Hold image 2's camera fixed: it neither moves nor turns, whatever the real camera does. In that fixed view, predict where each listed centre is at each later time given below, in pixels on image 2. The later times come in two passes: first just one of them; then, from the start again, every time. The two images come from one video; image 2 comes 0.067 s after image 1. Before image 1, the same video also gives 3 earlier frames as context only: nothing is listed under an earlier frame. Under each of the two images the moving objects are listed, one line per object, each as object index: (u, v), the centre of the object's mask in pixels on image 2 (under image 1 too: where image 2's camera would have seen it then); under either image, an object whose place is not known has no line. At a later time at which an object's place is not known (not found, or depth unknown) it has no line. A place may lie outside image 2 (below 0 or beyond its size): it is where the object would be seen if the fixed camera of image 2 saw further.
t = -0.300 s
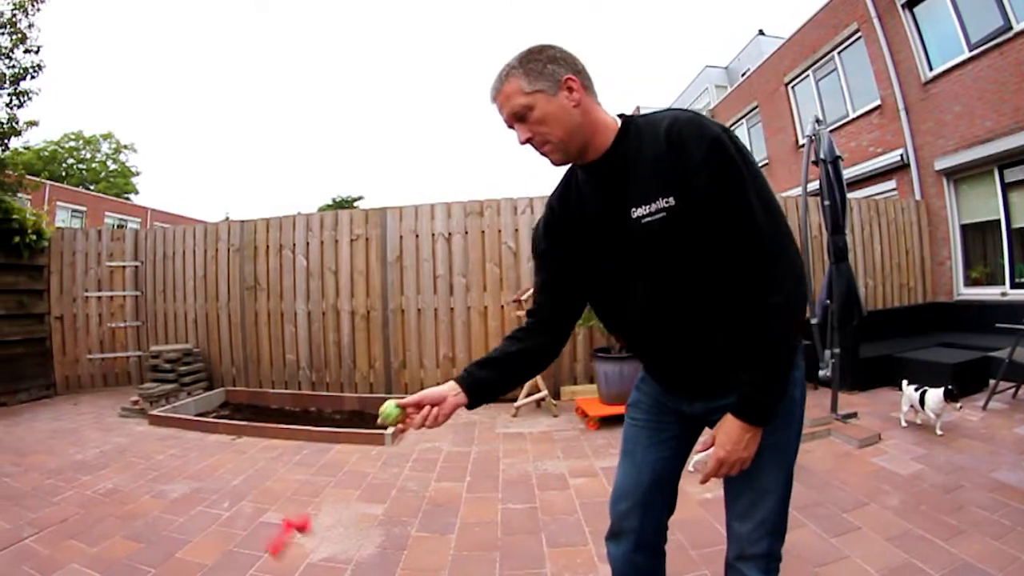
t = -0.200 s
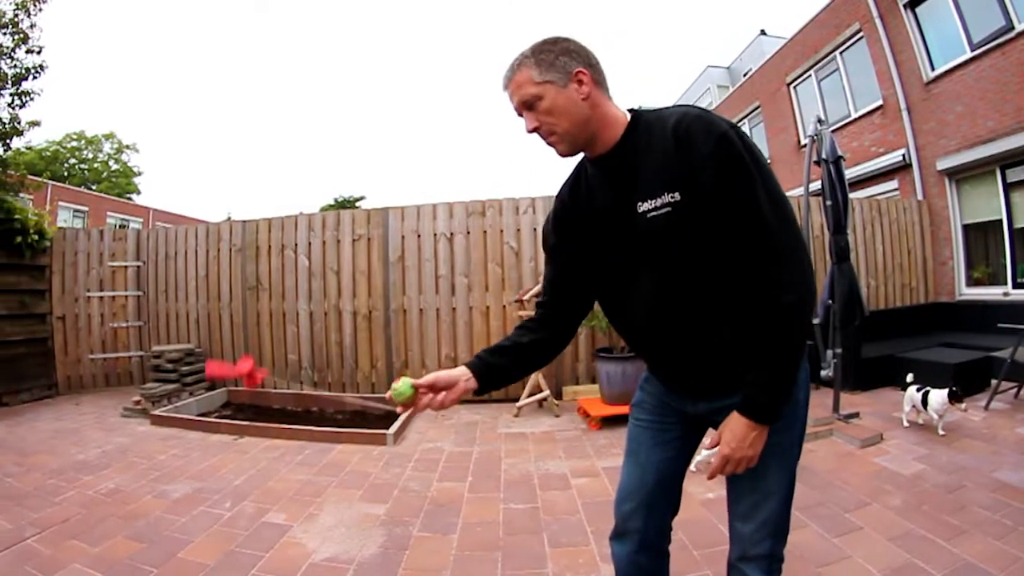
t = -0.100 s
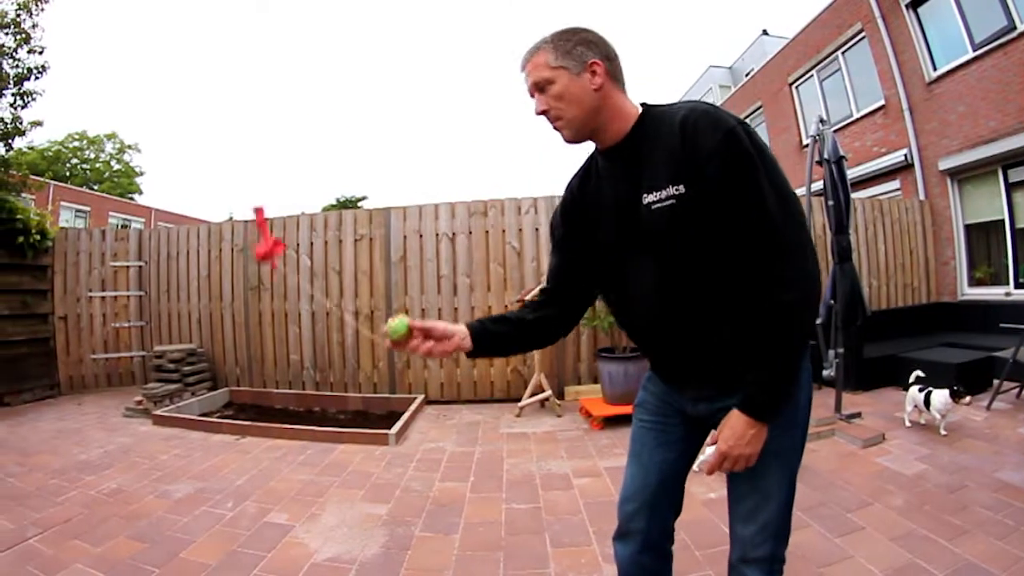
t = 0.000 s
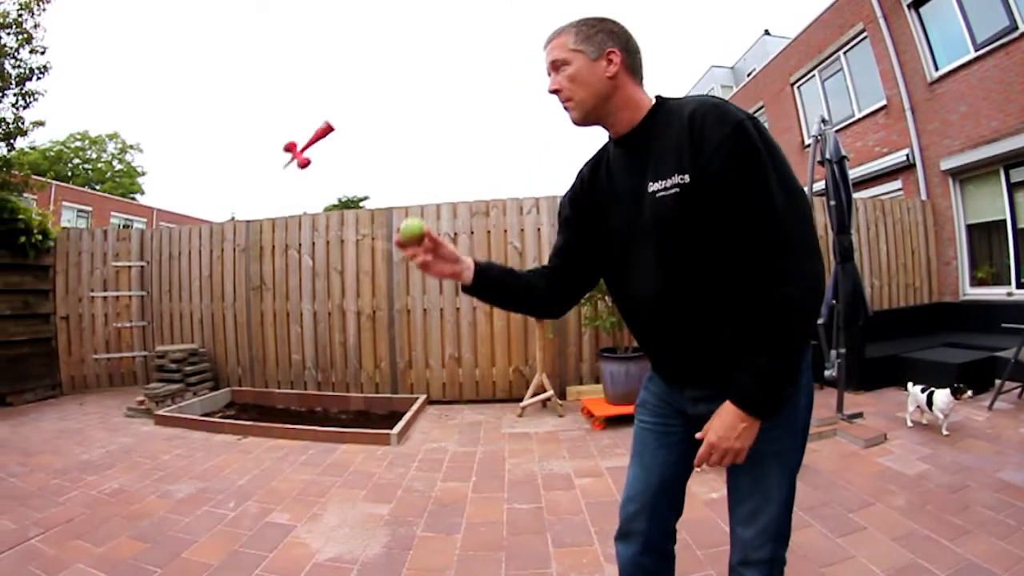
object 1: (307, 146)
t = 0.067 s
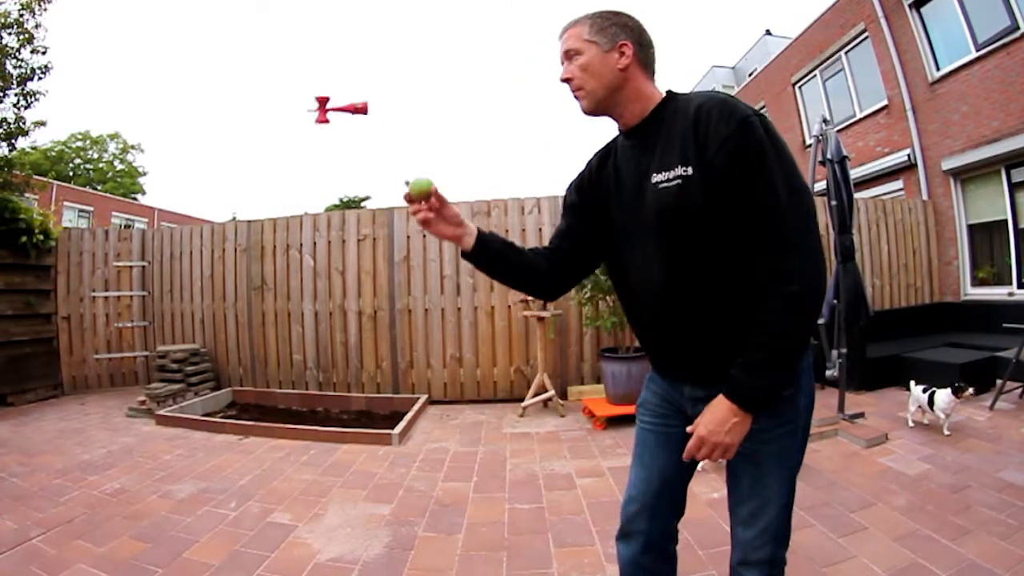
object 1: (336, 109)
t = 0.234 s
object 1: (400, 96)
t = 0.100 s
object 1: (349, 98)
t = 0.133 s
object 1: (362, 91)
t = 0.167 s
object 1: (374, 88)
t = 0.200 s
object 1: (388, 89)
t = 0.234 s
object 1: (400, 96)
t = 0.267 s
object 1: (412, 105)
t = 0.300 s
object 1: (423, 120)
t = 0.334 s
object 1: (437, 140)
